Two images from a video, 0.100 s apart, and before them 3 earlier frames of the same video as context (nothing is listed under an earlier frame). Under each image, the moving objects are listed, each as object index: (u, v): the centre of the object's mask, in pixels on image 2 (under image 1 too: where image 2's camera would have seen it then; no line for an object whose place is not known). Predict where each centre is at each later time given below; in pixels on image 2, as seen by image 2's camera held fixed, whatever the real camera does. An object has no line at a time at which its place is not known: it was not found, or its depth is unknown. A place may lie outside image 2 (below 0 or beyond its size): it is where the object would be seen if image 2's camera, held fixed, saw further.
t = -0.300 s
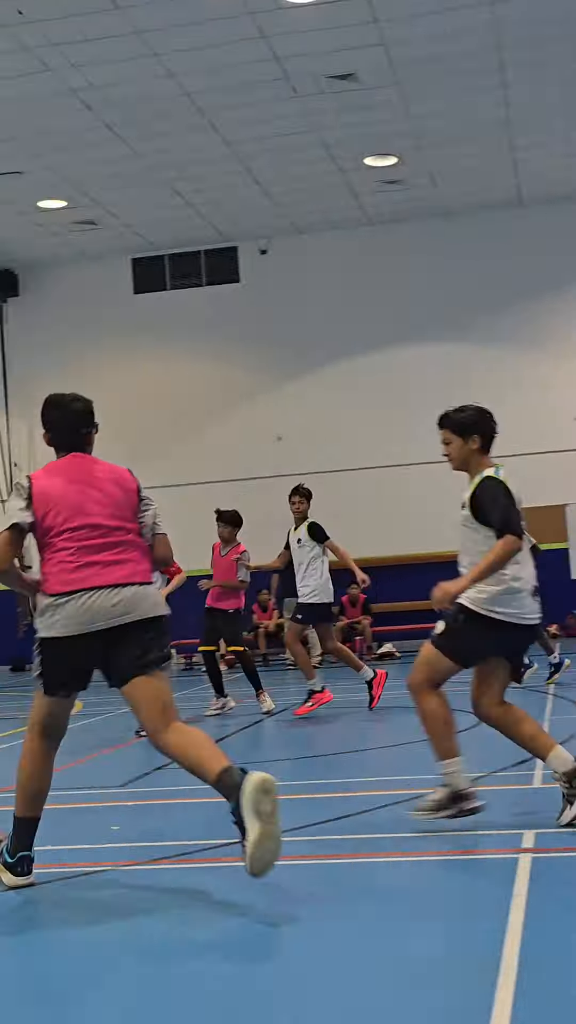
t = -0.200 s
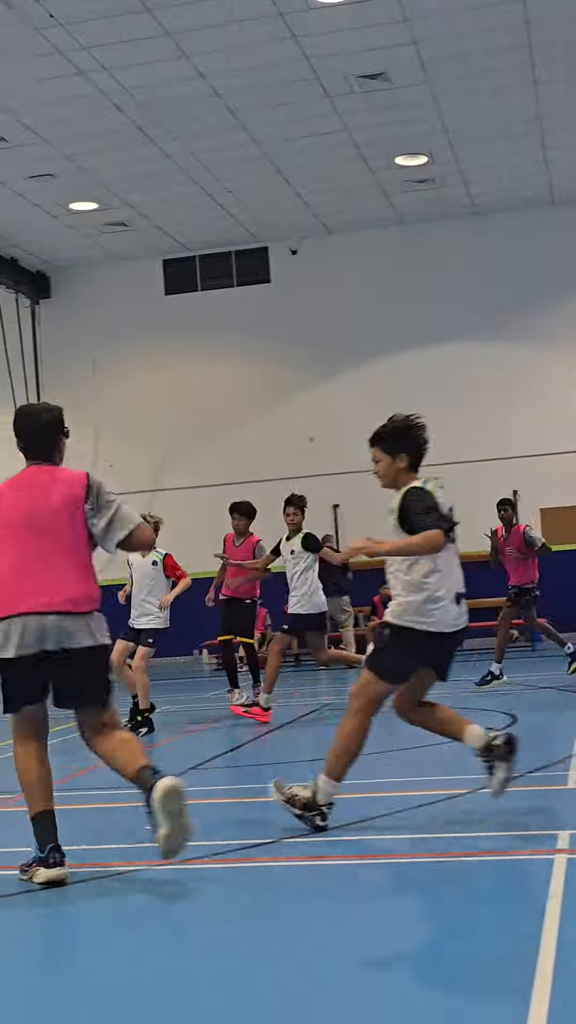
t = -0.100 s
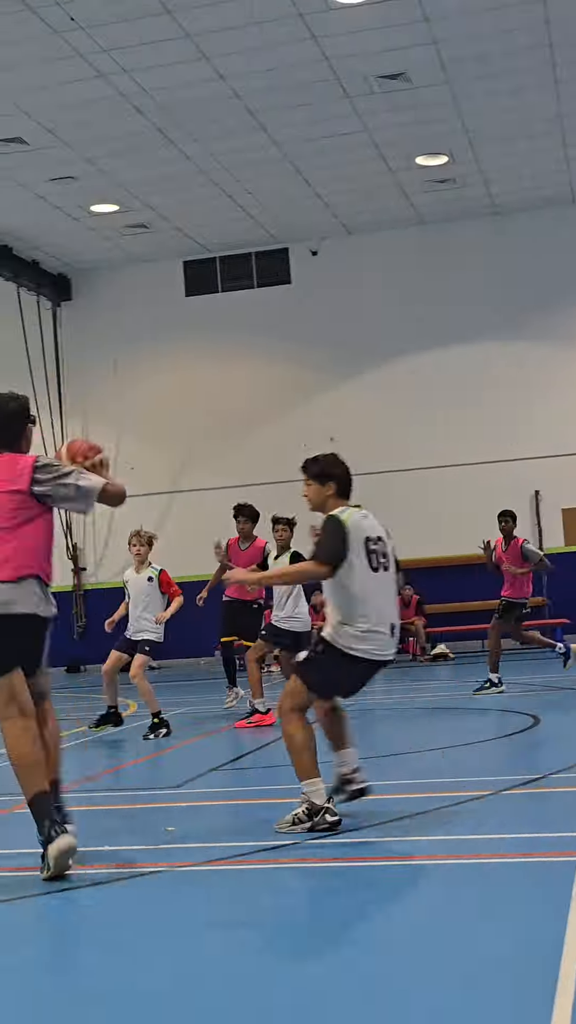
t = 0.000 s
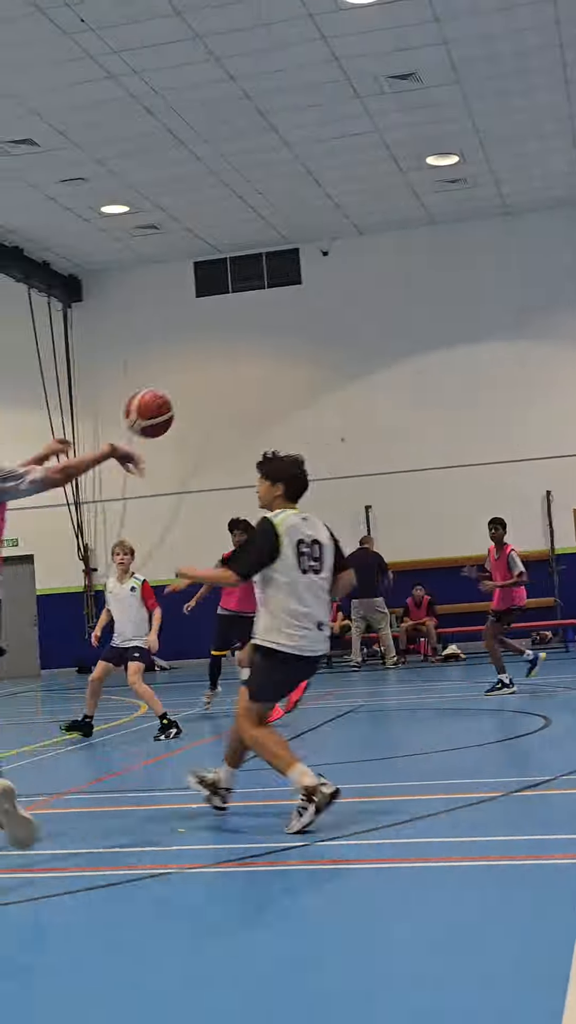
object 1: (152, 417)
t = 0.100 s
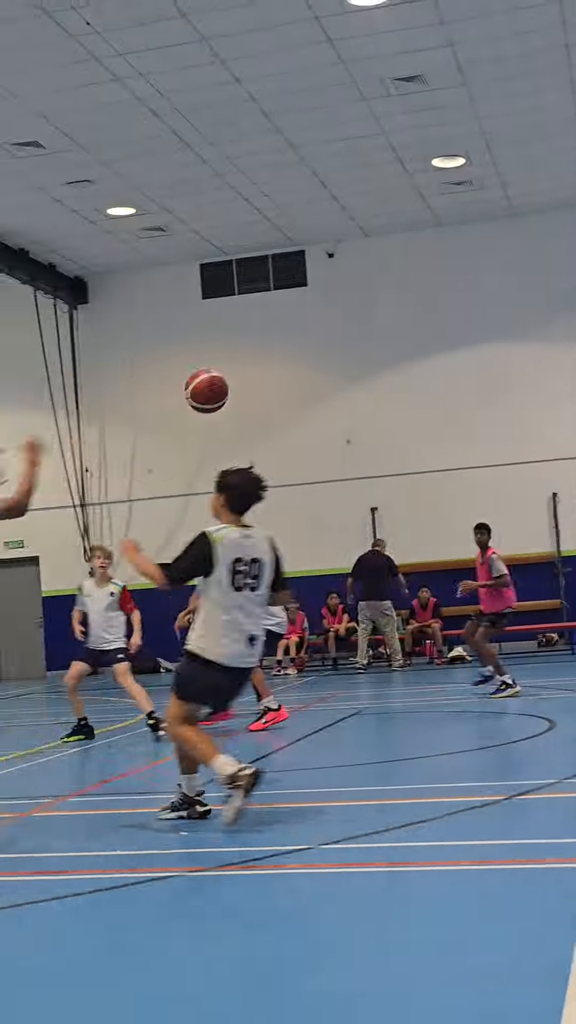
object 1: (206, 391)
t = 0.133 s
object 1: (219, 388)
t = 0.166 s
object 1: (233, 385)
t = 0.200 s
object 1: (245, 387)
